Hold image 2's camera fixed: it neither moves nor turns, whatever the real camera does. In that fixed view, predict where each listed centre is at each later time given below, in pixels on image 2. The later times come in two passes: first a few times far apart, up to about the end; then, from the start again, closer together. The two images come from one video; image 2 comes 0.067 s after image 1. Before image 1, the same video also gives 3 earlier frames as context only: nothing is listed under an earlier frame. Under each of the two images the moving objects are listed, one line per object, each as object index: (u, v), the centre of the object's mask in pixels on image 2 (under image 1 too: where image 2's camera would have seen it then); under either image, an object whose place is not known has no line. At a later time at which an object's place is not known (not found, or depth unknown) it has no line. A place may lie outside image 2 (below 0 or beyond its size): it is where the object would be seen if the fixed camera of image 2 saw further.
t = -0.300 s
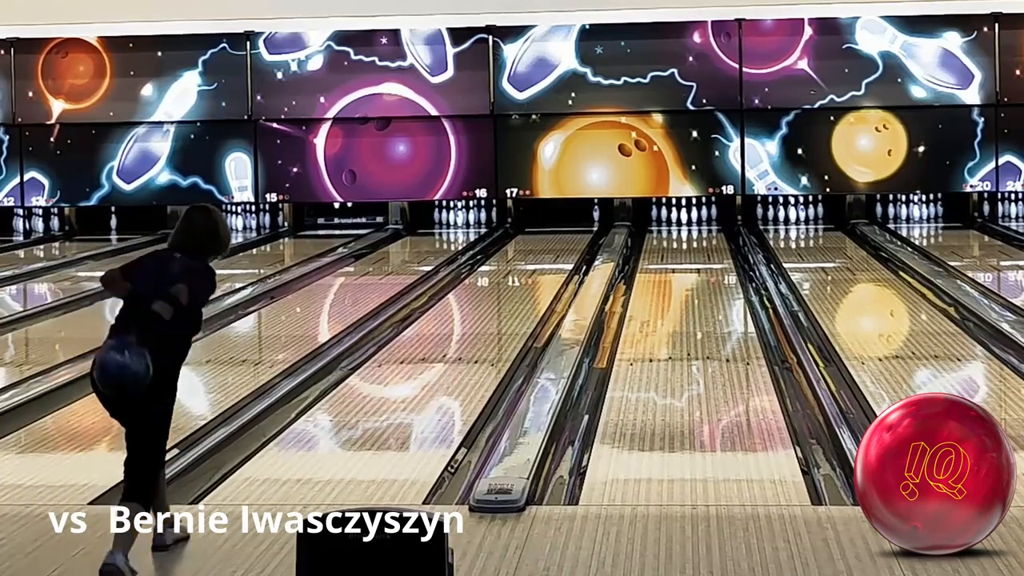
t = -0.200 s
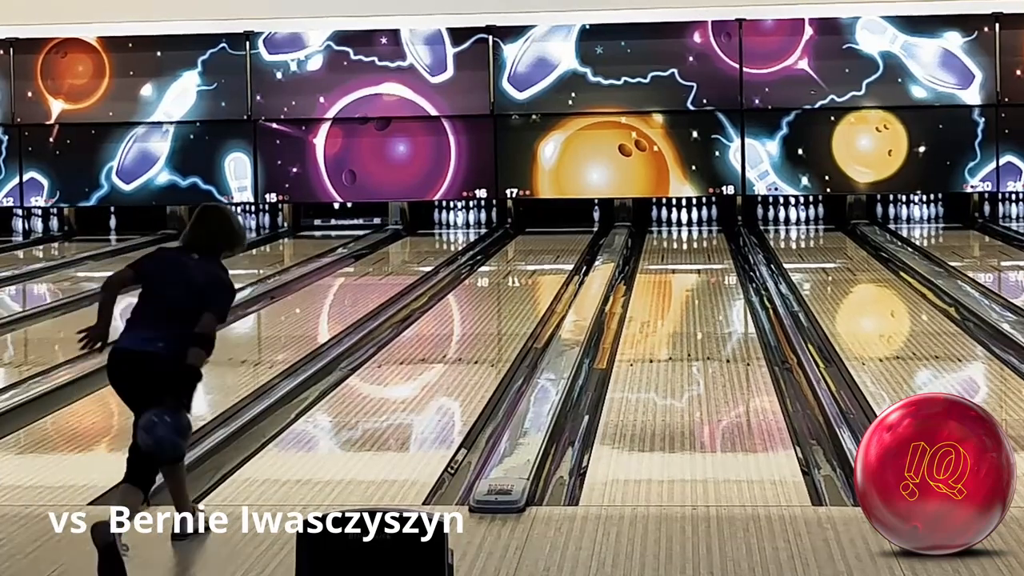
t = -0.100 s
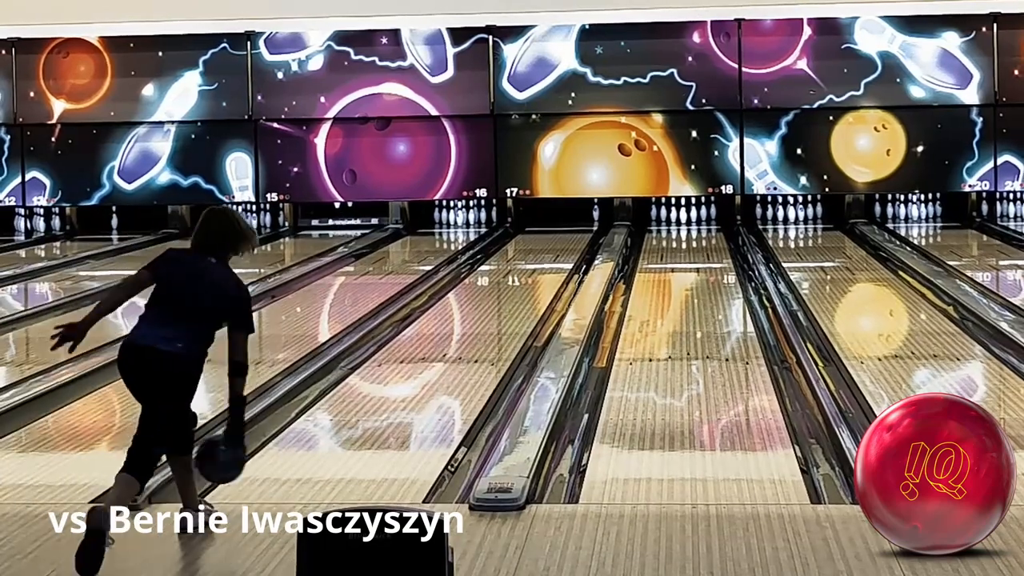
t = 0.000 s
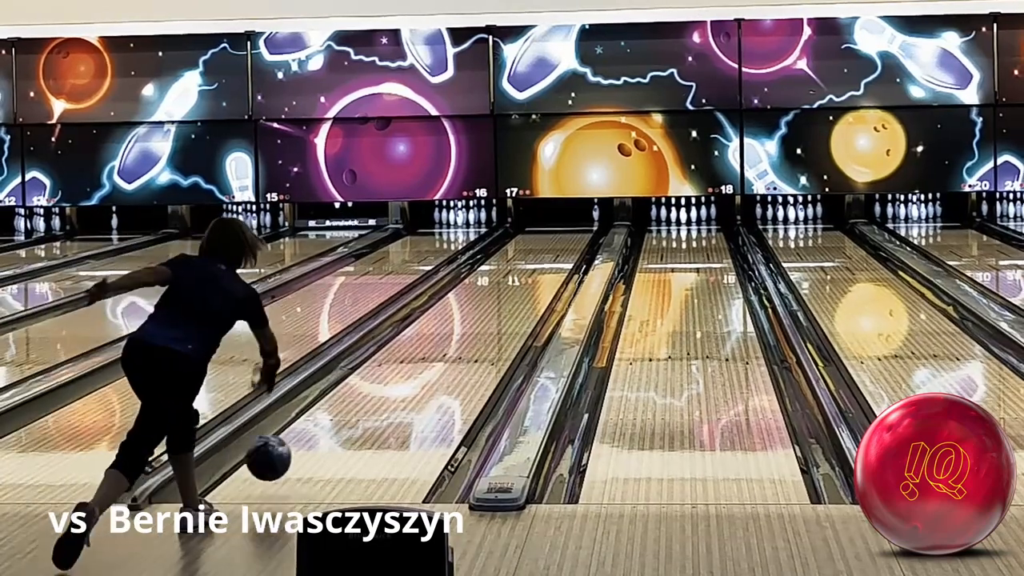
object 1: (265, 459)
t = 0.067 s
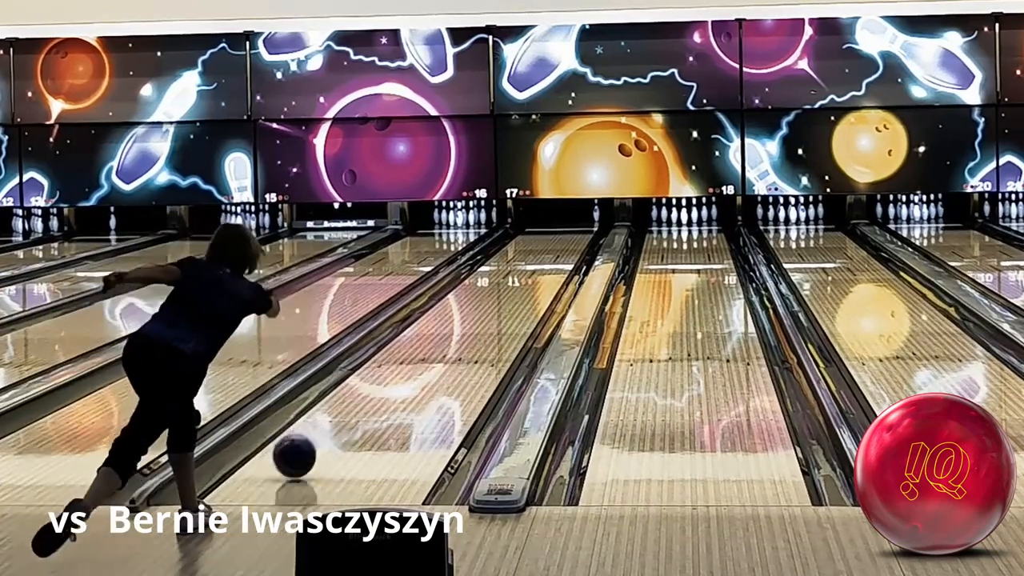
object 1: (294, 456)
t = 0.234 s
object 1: (348, 415)
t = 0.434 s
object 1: (400, 378)
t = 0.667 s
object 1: (445, 343)
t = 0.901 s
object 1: (480, 316)
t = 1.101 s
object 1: (504, 298)
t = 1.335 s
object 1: (527, 280)
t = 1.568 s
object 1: (545, 266)
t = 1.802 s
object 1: (561, 253)
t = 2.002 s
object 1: (572, 243)
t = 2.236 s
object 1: (582, 234)
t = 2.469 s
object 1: (590, 225)
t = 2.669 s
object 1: (593, 221)
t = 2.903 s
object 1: (596, 218)
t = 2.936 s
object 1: (595, 218)
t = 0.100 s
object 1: (306, 445)
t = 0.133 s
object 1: (318, 436)
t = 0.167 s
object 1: (329, 430)
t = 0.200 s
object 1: (339, 423)
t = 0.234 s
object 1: (348, 415)
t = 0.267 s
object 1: (357, 408)
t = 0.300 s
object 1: (367, 401)
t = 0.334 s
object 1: (375, 395)
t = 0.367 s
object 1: (384, 389)
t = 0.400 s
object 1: (392, 384)
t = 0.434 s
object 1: (400, 378)
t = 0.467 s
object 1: (407, 372)
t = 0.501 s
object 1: (414, 367)
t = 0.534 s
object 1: (421, 362)
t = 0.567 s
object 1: (427, 356)
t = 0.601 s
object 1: (433, 351)
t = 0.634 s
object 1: (439, 347)
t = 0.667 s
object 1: (445, 343)
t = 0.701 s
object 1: (451, 338)
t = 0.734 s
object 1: (456, 334)
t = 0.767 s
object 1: (461, 330)
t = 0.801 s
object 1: (466, 327)
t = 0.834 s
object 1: (471, 323)
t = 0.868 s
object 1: (476, 320)
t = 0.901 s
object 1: (480, 316)
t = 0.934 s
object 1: (484, 313)
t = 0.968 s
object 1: (489, 310)
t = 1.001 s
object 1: (492, 307)
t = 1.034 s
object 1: (497, 303)
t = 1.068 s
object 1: (501, 300)
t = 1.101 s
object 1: (504, 298)
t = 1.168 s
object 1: (511, 292)
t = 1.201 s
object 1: (515, 289)
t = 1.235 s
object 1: (517, 287)
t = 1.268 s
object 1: (521, 285)
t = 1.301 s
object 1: (524, 282)
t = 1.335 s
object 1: (527, 280)
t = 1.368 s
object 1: (530, 277)
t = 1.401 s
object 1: (533, 275)
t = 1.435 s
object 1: (535, 273)
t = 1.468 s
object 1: (538, 271)
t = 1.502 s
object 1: (541, 269)
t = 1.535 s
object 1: (543, 267)
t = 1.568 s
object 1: (545, 266)
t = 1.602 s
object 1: (548, 263)
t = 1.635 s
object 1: (551, 261)
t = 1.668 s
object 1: (553, 259)
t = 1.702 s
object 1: (555, 257)
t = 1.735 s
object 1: (557, 256)
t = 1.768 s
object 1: (559, 254)
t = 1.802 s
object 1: (561, 253)
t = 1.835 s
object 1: (563, 251)
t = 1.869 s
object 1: (565, 250)
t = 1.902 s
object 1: (567, 248)
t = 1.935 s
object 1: (569, 246)
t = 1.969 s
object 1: (571, 244)
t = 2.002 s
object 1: (572, 243)
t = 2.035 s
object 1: (573, 241)
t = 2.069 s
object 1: (575, 241)
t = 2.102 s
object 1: (577, 239)
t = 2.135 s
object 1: (578, 238)
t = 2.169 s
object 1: (580, 237)
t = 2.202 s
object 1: (580, 236)
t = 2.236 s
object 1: (582, 234)
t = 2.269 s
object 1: (583, 232)
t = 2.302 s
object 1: (585, 234)
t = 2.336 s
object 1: (585, 232)
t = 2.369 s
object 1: (586, 231)
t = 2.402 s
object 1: (587, 229)
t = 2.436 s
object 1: (588, 228)
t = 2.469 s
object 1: (590, 225)
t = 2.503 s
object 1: (591, 225)
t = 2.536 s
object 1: (592, 227)
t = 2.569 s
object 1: (592, 225)
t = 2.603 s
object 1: (593, 224)
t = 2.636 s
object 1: (593, 222)
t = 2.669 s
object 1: (593, 221)
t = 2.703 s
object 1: (595, 220)
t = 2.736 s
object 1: (595, 220)
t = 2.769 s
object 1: (595, 218)
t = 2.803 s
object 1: (595, 217)
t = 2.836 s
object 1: (595, 218)
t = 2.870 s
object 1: (595, 218)
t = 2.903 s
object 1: (596, 218)
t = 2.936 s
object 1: (595, 218)
